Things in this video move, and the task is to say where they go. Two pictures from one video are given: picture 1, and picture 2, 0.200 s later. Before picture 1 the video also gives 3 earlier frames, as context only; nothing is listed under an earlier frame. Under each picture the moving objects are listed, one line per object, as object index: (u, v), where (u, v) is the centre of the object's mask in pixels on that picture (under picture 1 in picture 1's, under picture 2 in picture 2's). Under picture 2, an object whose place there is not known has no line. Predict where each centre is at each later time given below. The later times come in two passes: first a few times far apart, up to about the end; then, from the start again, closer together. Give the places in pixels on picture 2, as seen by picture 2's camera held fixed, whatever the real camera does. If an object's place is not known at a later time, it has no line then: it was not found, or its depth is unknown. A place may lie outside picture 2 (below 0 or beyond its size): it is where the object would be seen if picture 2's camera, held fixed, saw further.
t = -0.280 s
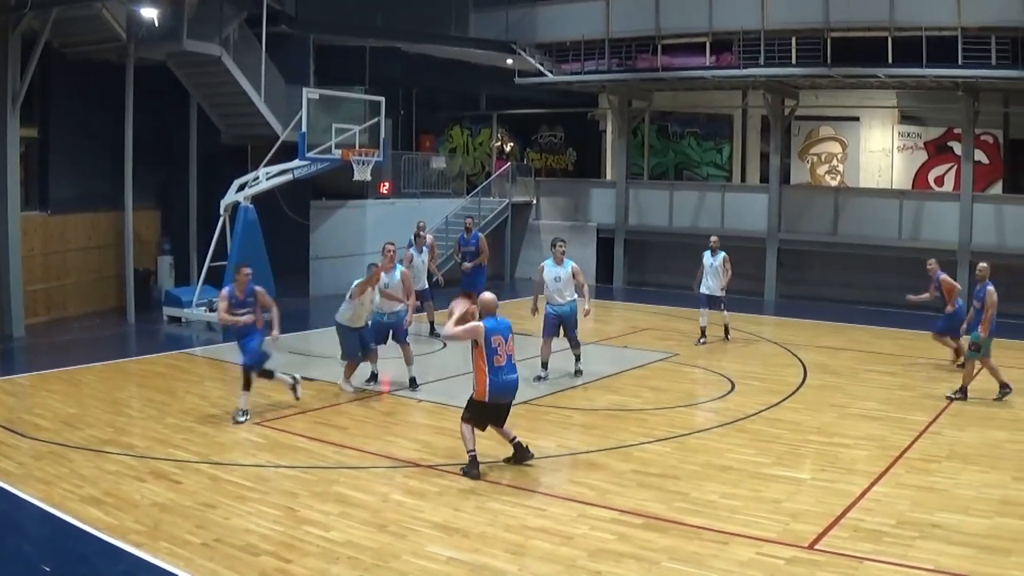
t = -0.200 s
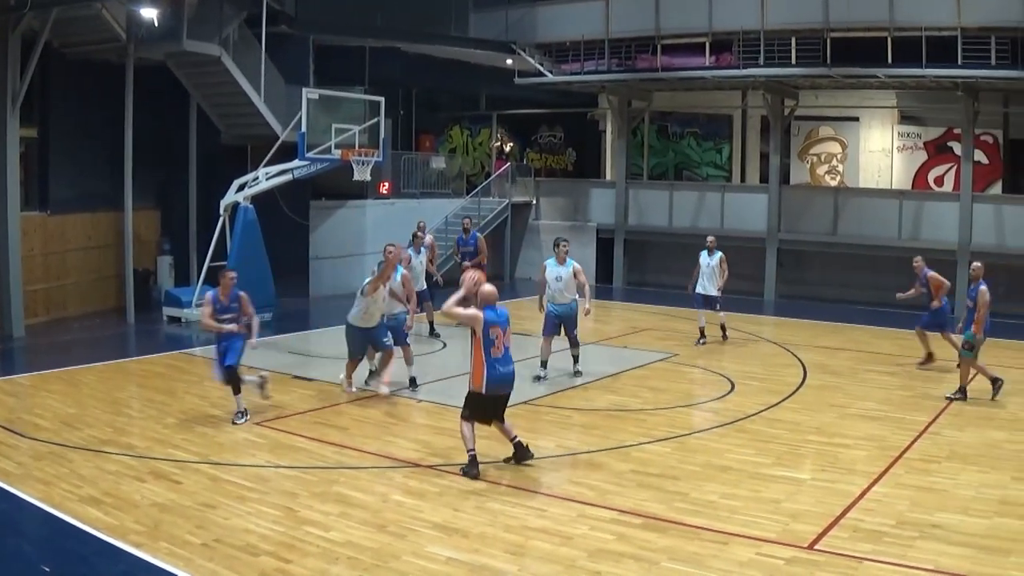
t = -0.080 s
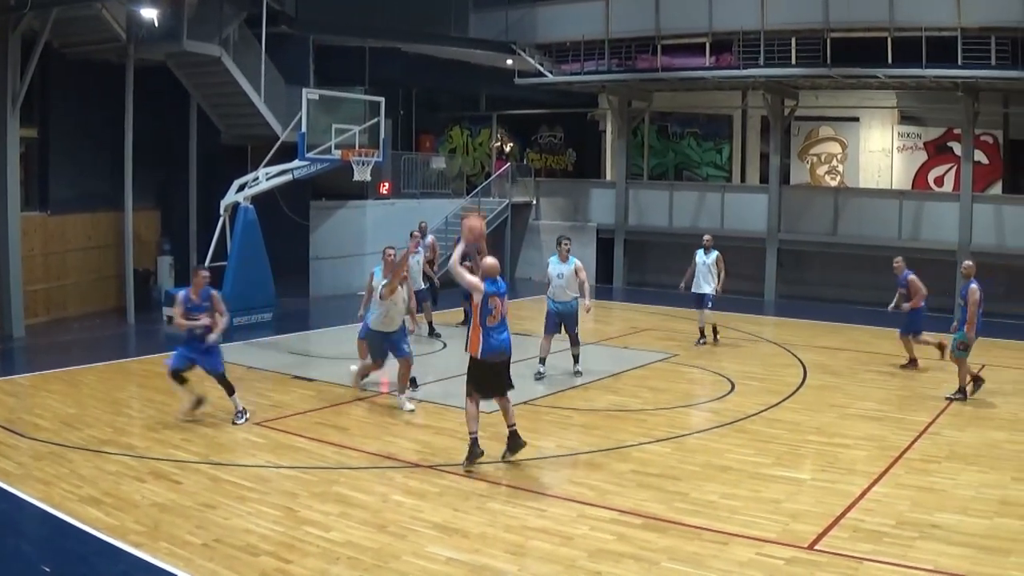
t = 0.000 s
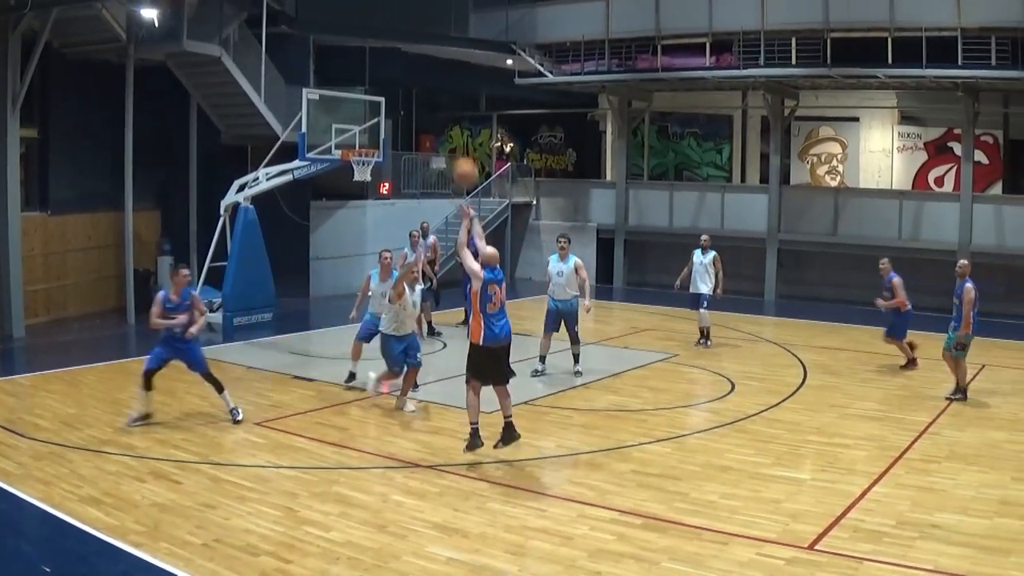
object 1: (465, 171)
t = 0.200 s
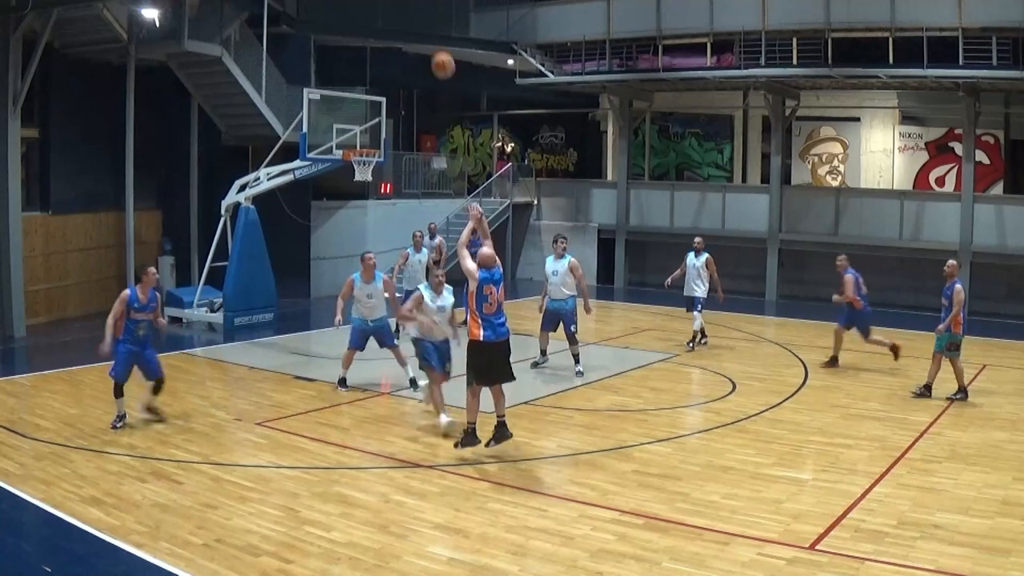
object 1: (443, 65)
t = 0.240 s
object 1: (439, 50)
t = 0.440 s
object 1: (419, 7)
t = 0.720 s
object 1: (395, 6)
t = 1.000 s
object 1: (374, 54)
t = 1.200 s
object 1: (361, 116)
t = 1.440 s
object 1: (378, 129)
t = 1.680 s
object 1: (414, 110)
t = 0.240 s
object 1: (439, 50)
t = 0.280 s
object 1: (435, 36)
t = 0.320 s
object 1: (431, 26)
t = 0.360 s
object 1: (426, 18)
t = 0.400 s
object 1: (423, 11)
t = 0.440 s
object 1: (419, 7)
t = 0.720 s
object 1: (395, 6)
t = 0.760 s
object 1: (392, 9)
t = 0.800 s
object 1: (389, 13)
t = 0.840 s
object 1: (385, 19)
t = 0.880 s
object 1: (383, 27)
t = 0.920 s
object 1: (380, 35)
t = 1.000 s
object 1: (374, 54)
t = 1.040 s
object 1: (372, 65)
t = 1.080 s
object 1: (369, 77)
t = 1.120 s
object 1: (367, 88)
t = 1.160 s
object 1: (364, 103)
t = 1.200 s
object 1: (361, 116)
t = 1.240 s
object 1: (359, 130)
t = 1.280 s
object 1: (358, 144)
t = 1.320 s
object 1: (362, 144)
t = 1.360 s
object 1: (368, 142)
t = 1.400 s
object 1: (374, 134)
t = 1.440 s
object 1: (378, 129)
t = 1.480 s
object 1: (386, 122)
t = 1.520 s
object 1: (391, 118)
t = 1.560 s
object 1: (398, 114)
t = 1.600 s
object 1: (402, 112)
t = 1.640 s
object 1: (408, 110)
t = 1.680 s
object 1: (414, 110)
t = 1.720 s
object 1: (420, 110)
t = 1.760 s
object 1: (425, 111)
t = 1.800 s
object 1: (431, 114)
